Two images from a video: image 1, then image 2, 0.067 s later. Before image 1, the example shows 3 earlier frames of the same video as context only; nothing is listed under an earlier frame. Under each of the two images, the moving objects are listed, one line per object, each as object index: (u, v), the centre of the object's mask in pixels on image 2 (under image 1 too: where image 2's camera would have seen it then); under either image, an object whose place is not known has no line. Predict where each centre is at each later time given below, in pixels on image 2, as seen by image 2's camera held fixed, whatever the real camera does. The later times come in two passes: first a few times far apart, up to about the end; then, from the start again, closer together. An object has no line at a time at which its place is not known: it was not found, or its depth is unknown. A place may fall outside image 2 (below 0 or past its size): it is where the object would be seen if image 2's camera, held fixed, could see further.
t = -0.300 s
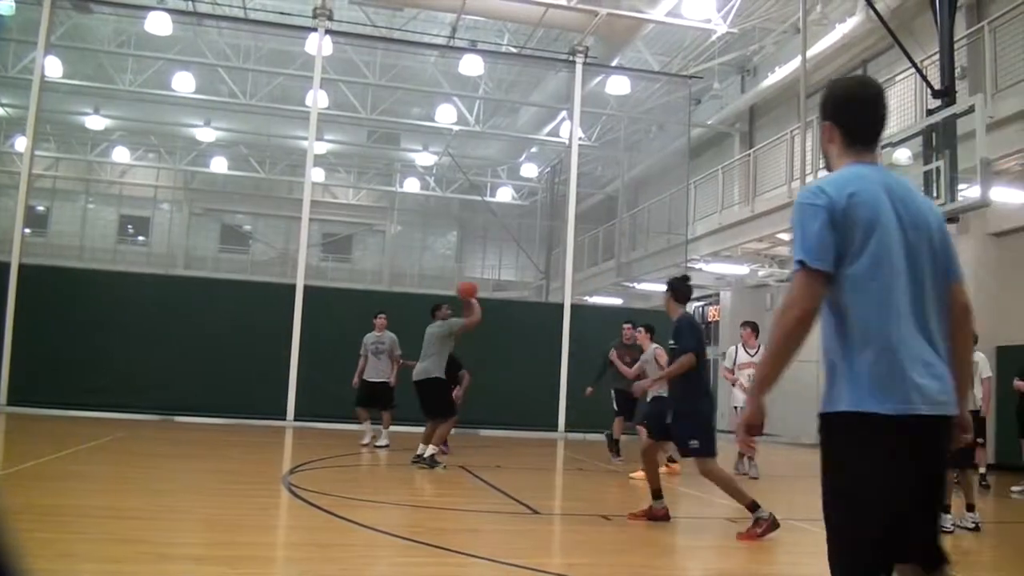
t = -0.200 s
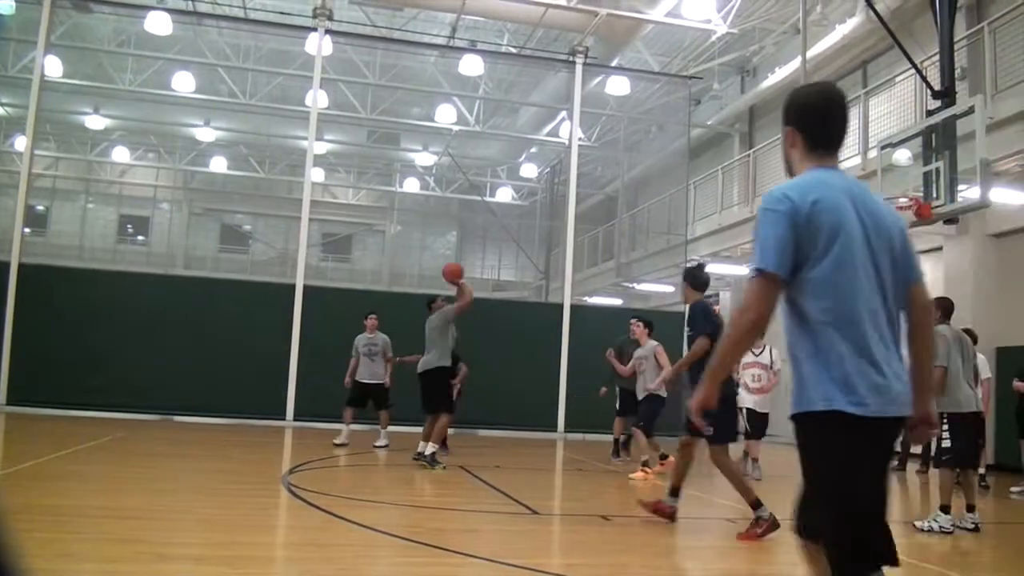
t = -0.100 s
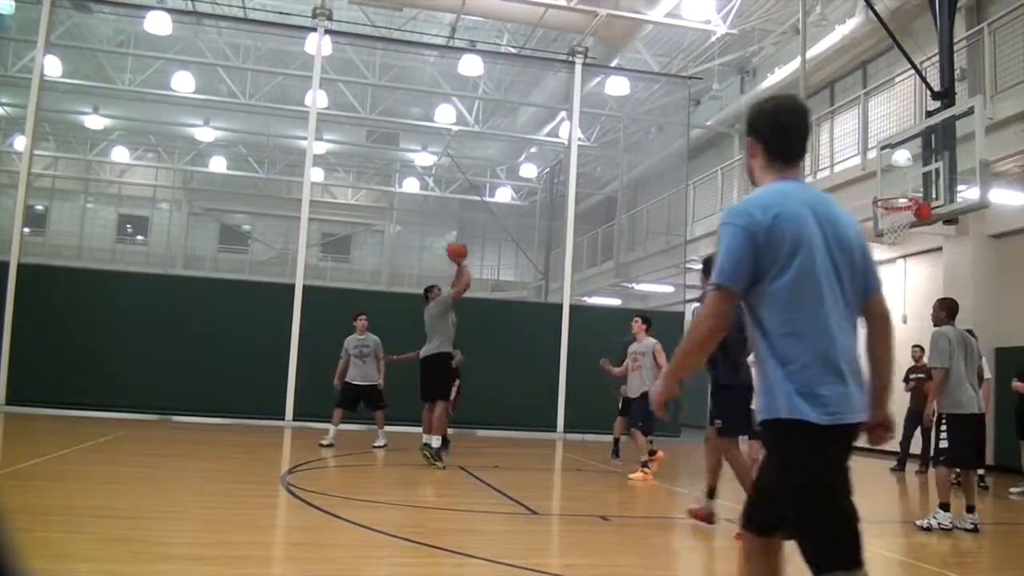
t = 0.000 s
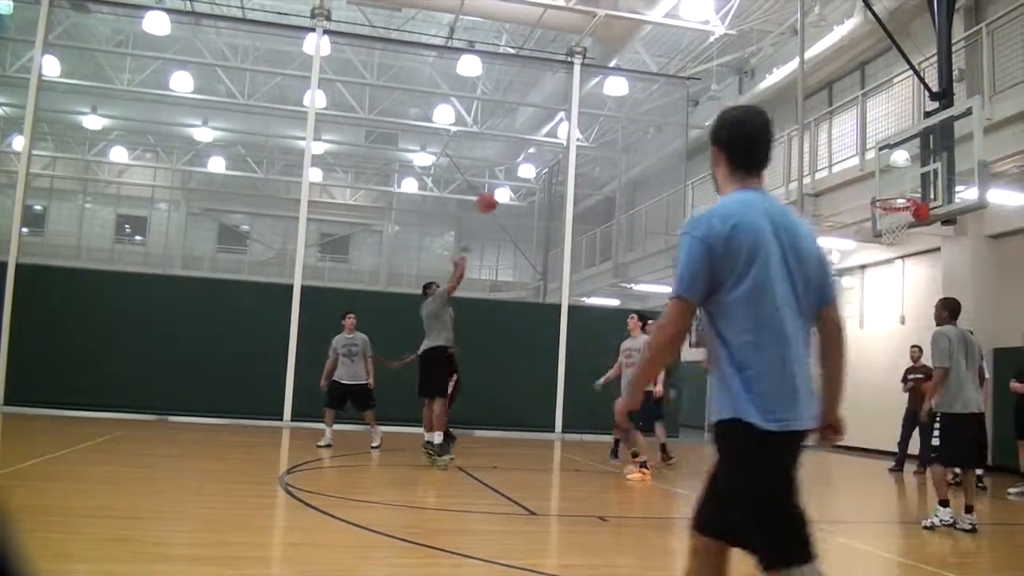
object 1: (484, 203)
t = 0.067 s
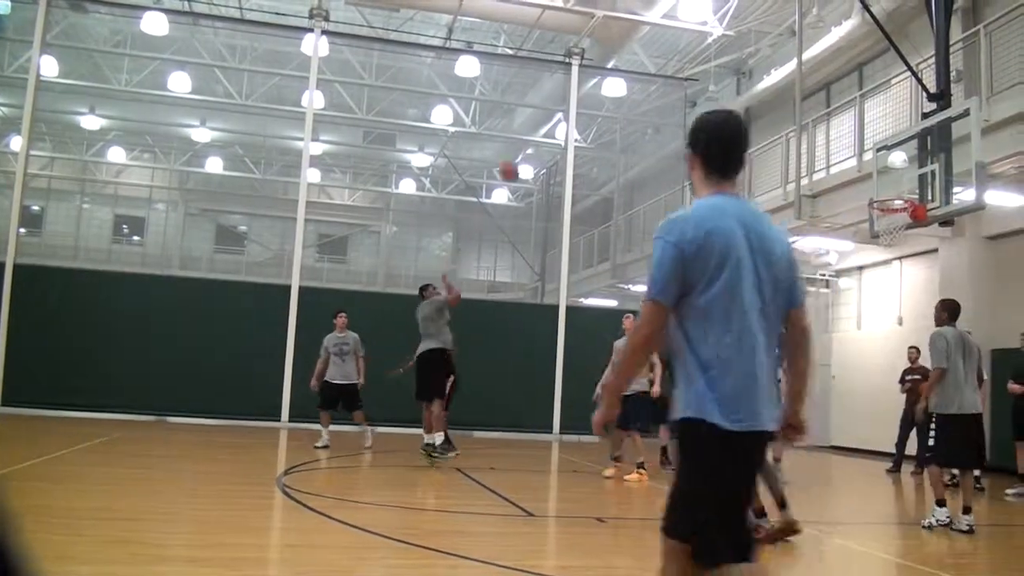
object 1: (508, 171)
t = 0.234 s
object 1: (569, 113)
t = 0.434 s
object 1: (638, 73)
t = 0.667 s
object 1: (715, 69)
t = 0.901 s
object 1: (790, 111)
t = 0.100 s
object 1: (522, 156)
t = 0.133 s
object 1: (535, 145)
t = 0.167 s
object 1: (546, 133)
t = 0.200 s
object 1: (558, 121)
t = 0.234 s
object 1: (569, 113)
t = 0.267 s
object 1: (582, 104)
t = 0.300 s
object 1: (593, 95)
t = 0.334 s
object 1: (603, 88)
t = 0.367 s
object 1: (616, 82)
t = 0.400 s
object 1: (627, 77)
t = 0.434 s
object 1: (638, 73)
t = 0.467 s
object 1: (649, 69)
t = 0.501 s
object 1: (660, 67)
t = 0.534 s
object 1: (671, 65)
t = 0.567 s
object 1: (682, 65)
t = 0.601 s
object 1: (693, 66)
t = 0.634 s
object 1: (705, 66)
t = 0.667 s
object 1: (715, 69)
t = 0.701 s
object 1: (727, 71)
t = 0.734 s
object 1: (737, 76)
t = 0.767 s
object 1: (748, 81)
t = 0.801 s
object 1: (758, 87)
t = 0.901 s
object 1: (790, 111)
